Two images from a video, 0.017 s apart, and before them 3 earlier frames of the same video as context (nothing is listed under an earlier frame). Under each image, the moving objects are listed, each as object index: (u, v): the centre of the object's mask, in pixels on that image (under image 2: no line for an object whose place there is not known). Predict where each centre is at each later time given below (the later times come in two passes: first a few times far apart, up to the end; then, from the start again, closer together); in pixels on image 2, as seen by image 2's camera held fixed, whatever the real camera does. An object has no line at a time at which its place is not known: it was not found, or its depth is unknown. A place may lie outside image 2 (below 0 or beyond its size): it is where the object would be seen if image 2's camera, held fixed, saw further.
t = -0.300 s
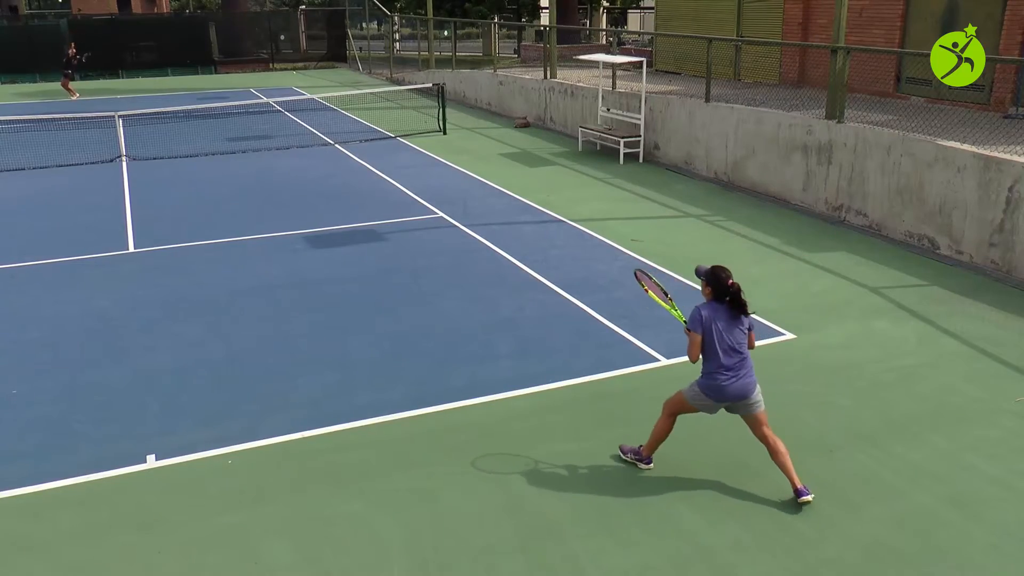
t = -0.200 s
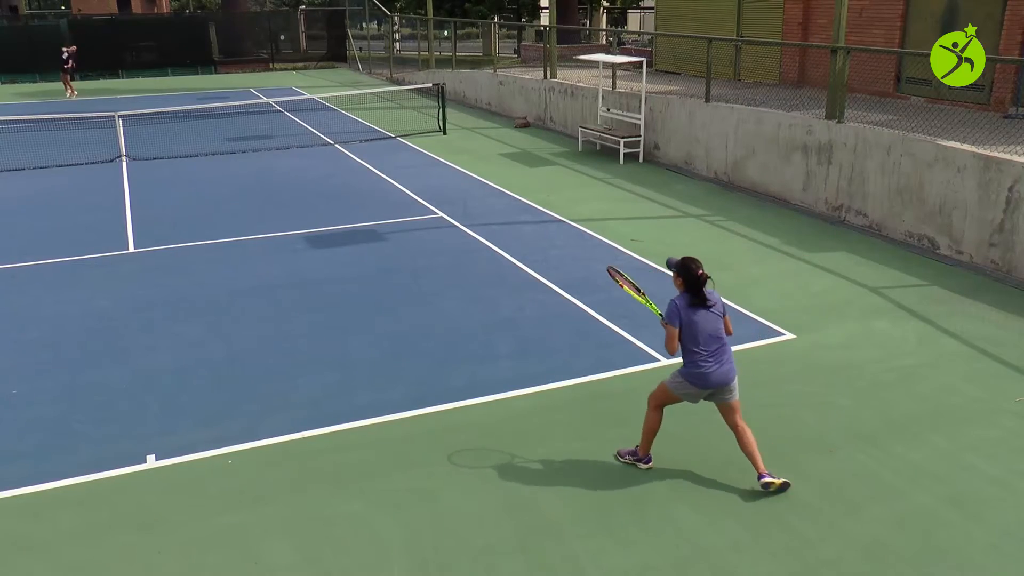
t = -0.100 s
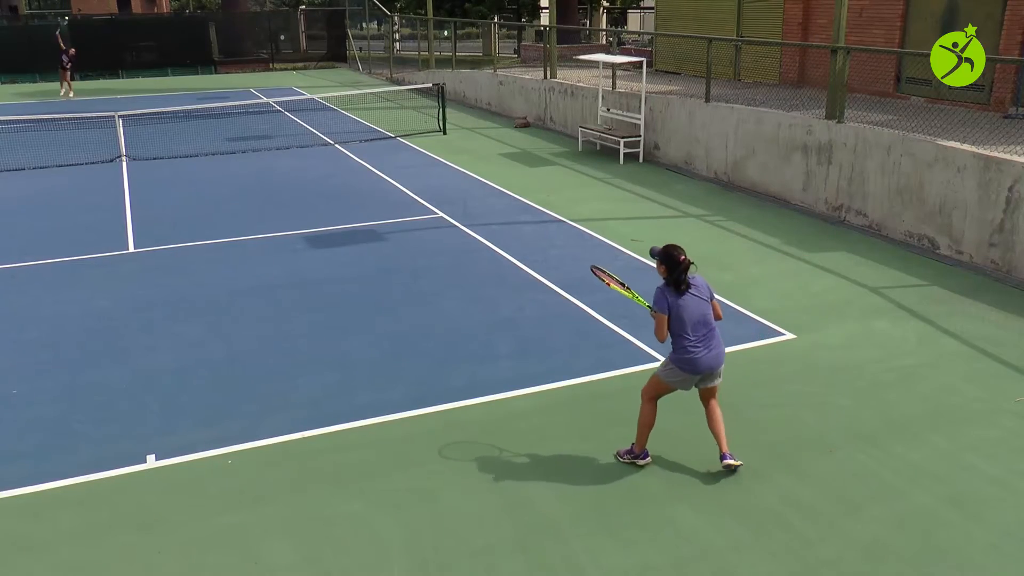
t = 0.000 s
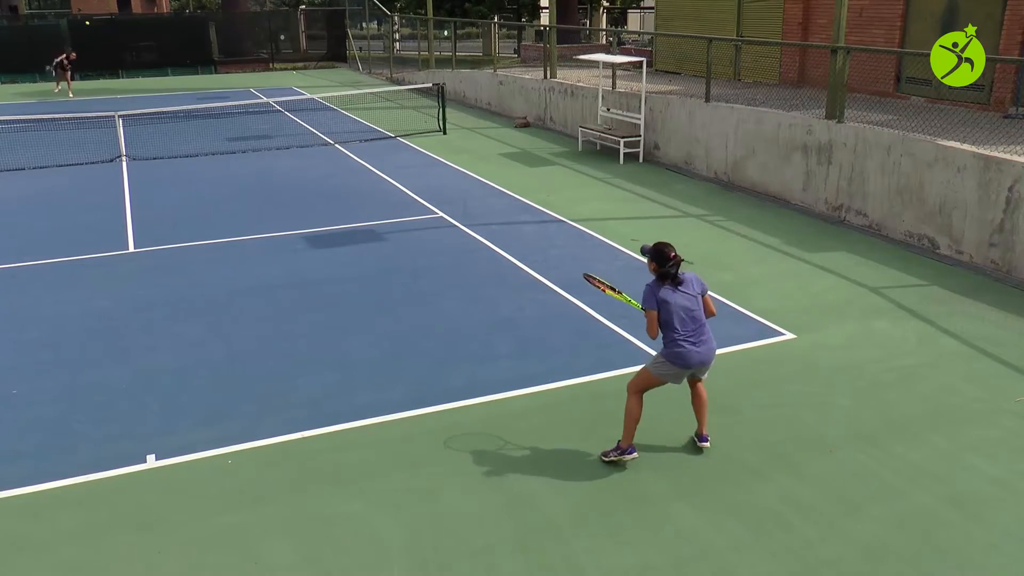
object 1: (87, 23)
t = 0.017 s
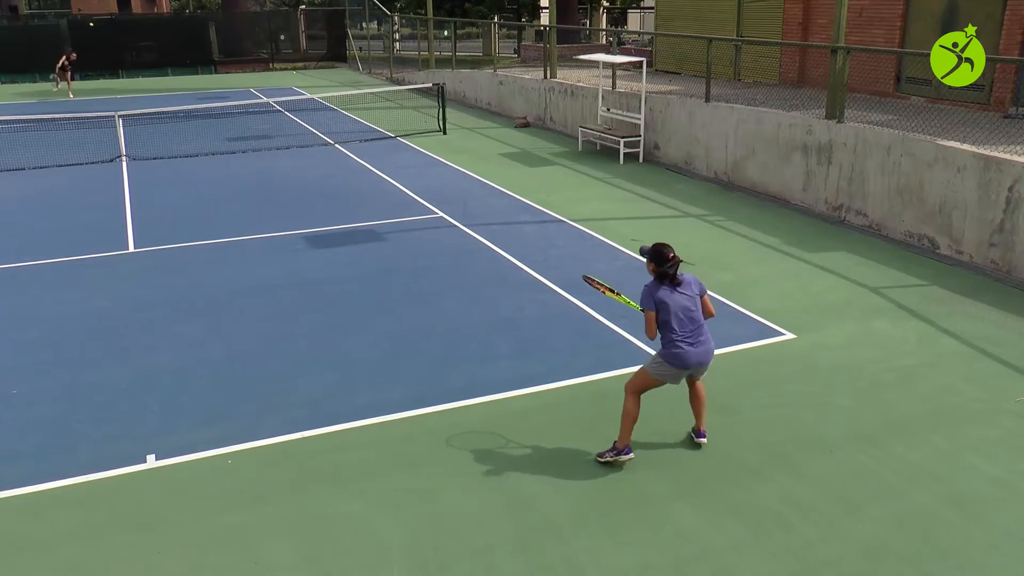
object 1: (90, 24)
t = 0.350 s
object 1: (208, 101)
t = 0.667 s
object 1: (365, 150)
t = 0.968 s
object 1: (578, 133)
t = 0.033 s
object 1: (95, 26)
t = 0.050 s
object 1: (100, 28)
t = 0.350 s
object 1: (208, 101)
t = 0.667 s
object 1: (365, 150)
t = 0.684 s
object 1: (374, 147)
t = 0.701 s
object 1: (383, 145)
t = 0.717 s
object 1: (393, 142)
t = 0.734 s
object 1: (402, 141)
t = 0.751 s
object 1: (412, 138)
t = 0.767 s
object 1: (422, 136)
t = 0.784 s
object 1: (433, 134)
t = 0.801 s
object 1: (444, 133)
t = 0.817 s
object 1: (456, 132)
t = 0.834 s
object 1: (468, 131)
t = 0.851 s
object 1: (480, 130)
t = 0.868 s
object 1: (492, 130)
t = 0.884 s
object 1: (506, 129)
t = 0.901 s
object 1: (519, 130)
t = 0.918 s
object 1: (533, 131)
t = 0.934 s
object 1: (548, 131)
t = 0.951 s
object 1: (563, 132)
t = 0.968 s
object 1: (578, 133)
